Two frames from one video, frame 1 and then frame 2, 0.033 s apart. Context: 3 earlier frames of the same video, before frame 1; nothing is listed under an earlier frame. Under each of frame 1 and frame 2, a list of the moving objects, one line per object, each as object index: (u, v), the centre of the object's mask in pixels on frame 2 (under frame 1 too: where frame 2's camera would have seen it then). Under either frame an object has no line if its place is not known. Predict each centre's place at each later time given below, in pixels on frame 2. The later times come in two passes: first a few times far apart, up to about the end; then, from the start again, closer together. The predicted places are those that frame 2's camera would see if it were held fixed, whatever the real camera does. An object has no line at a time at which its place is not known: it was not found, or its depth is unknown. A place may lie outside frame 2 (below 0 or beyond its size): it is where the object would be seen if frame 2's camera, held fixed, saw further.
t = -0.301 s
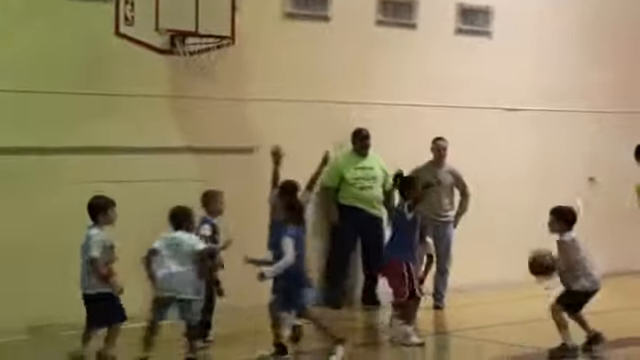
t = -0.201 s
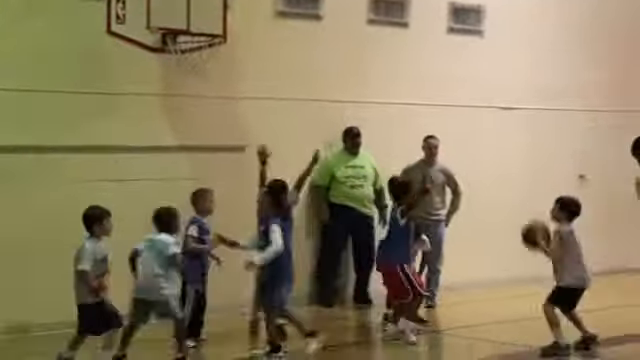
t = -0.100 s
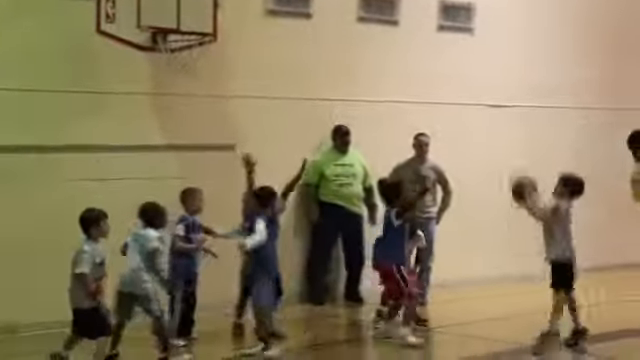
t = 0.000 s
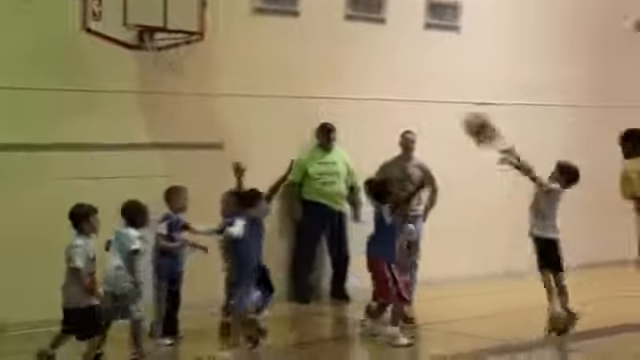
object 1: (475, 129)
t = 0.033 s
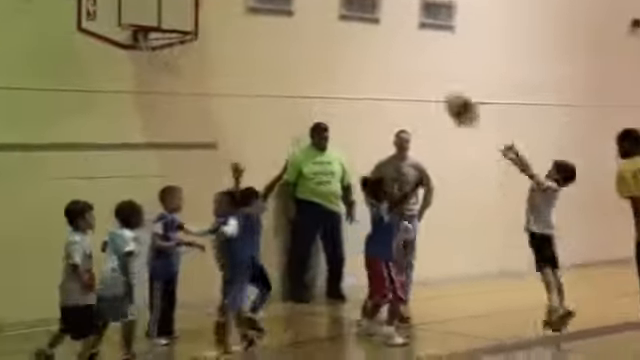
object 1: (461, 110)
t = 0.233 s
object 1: (381, 25)
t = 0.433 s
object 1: (302, -13)
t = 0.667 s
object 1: (213, 5)
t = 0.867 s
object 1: (156, 20)
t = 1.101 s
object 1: (177, 27)
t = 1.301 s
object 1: (153, 64)
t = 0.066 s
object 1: (449, 93)
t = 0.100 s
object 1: (436, 77)
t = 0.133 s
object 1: (421, 61)
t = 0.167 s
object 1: (408, 48)
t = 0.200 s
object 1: (394, 36)
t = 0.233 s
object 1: (381, 25)
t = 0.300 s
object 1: (350, 6)
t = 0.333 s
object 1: (341, 0)
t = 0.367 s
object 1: (327, -6)
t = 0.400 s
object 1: (315, -10)
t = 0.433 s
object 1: (302, -13)
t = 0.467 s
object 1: (289, -15)
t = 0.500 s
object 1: (277, -14)
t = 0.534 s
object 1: (262, -13)
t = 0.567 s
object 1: (250, -11)
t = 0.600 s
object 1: (237, -6)
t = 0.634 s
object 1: (225, -1)
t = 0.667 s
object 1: (213, 5)
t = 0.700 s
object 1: (202, 12)
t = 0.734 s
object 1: (190, 19)
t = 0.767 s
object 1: (180, 17)
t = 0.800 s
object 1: (173, 18)
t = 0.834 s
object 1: (164, 19)
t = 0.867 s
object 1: (156, 20)
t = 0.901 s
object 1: (152, 22)
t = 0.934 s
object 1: (155, 21)
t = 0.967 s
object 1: (161, 20)
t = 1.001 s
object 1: (166, 21)
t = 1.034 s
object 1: (171, 22)
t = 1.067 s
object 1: (176, 25)
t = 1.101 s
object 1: (177, 27)
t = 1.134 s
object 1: (174, 32)
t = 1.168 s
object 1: (170, 36)
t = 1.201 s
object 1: (164, 42)
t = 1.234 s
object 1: (160, 51)
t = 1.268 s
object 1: (156, 58)
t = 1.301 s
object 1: (153, 64)
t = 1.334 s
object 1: (149, 76)
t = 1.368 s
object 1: (145, 87)
